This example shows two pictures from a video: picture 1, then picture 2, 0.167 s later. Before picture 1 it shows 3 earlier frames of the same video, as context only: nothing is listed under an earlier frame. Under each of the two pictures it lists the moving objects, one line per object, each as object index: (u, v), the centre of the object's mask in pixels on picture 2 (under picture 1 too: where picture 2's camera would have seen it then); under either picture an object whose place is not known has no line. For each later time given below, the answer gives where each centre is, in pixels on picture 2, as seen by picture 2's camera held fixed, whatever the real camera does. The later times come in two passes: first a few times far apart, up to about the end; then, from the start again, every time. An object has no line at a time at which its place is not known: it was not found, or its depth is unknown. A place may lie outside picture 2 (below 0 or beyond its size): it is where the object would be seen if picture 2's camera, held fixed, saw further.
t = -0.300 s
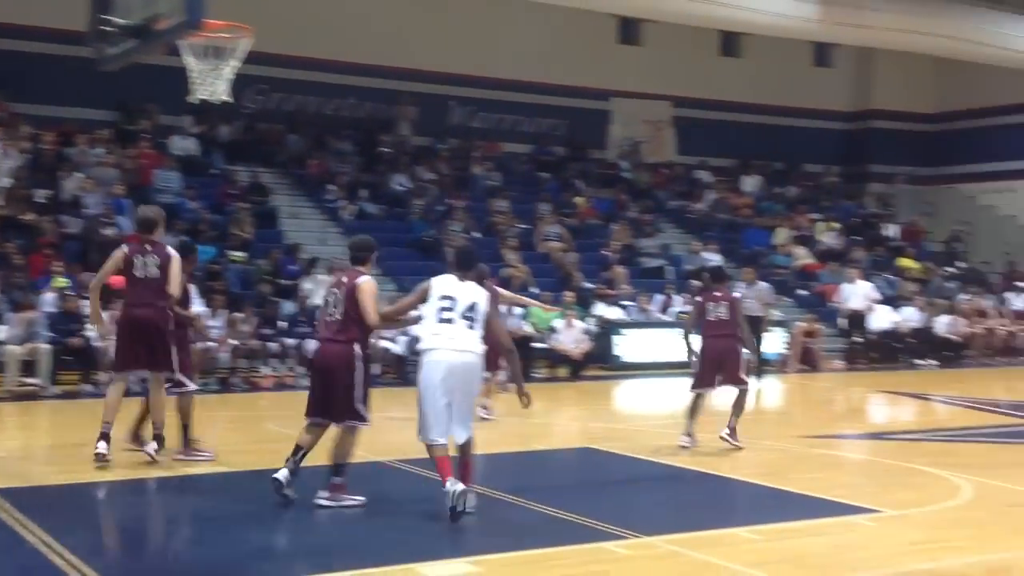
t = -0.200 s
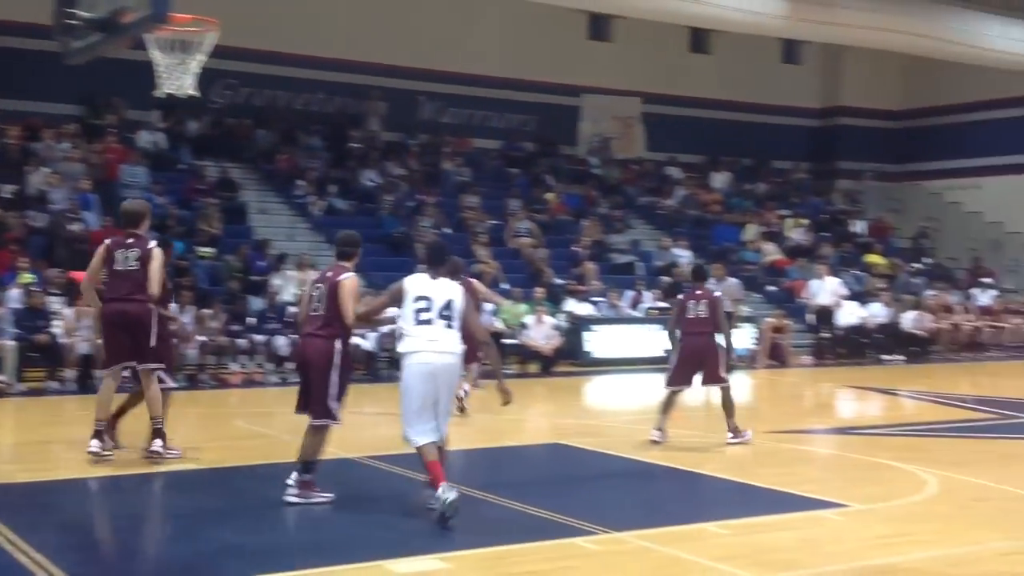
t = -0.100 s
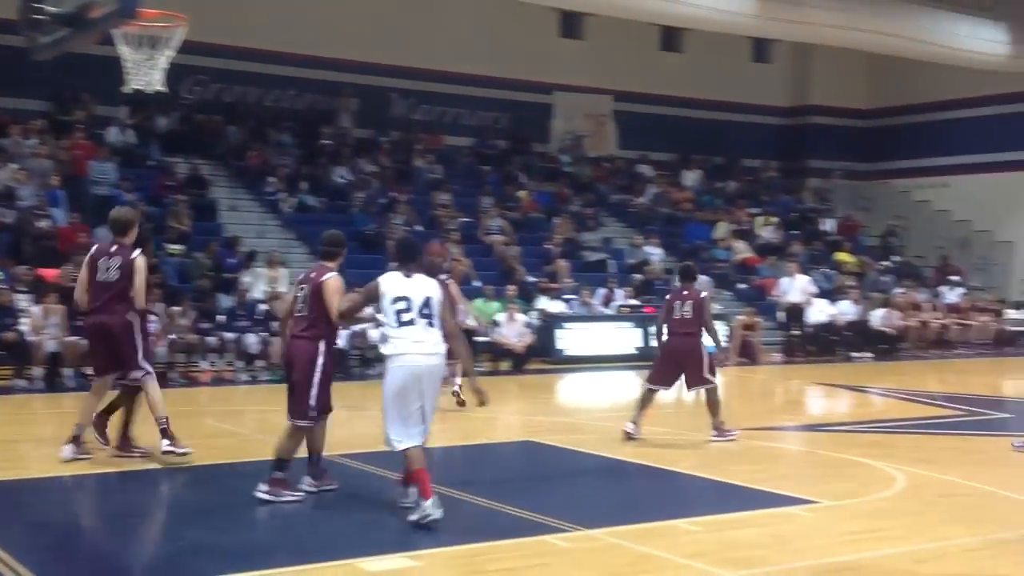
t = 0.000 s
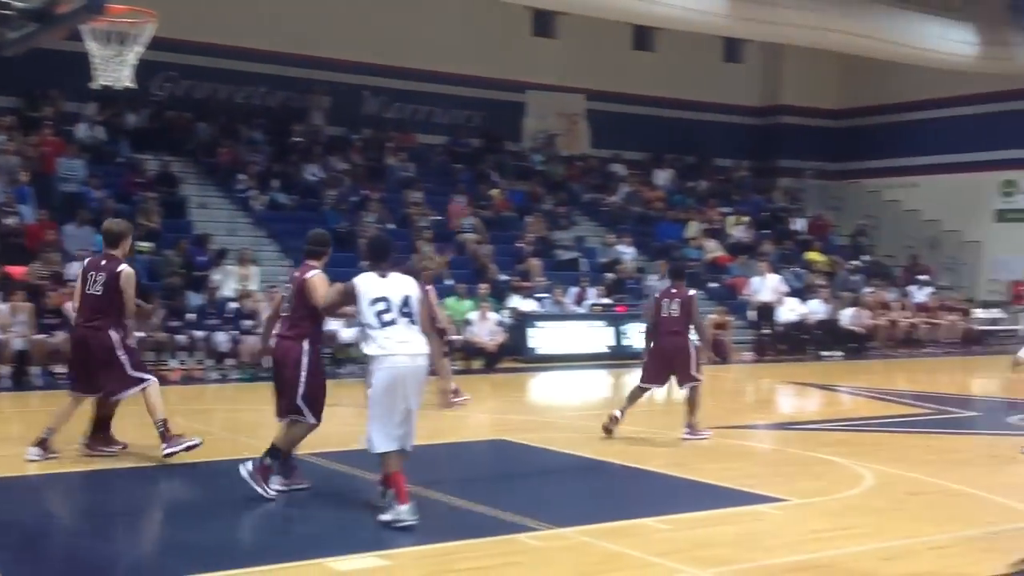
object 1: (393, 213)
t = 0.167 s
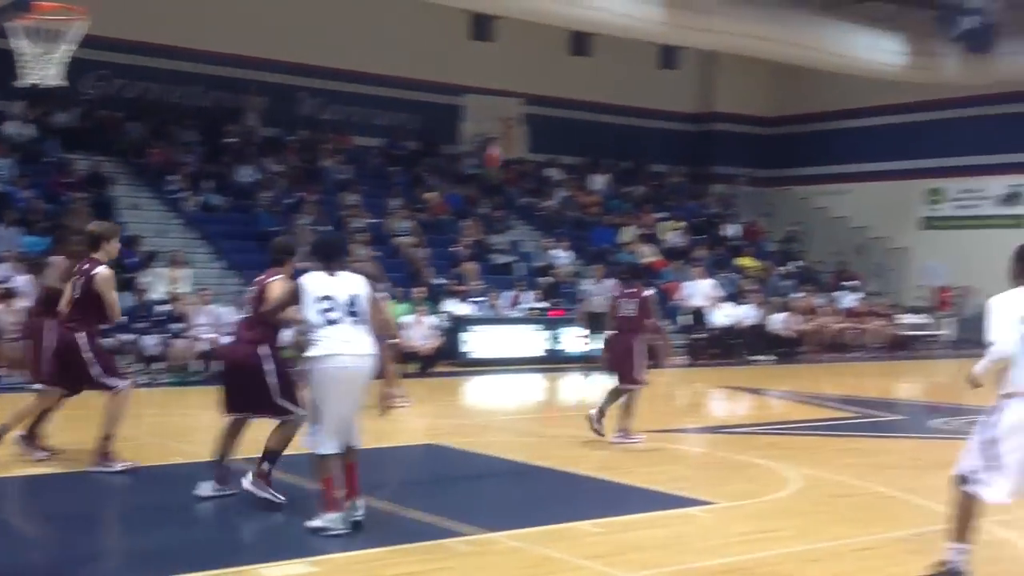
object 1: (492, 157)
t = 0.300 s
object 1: (581, 124)
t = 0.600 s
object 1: (814, 94)
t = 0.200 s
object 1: (514, 149)
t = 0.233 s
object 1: (536, 139)
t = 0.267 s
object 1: (558, 132)
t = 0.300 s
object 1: (581, 124)
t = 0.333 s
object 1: (606, 117)
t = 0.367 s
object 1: (629, 111)
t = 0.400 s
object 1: (653, 106)
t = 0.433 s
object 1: (678, 102)
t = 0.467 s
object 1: (703, 99)
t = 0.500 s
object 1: (730, 96)
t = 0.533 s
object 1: (758, 94)
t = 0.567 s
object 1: (785, 94)
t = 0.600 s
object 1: (814, 94)
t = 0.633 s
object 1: (844, 96)
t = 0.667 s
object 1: (875, 99)
